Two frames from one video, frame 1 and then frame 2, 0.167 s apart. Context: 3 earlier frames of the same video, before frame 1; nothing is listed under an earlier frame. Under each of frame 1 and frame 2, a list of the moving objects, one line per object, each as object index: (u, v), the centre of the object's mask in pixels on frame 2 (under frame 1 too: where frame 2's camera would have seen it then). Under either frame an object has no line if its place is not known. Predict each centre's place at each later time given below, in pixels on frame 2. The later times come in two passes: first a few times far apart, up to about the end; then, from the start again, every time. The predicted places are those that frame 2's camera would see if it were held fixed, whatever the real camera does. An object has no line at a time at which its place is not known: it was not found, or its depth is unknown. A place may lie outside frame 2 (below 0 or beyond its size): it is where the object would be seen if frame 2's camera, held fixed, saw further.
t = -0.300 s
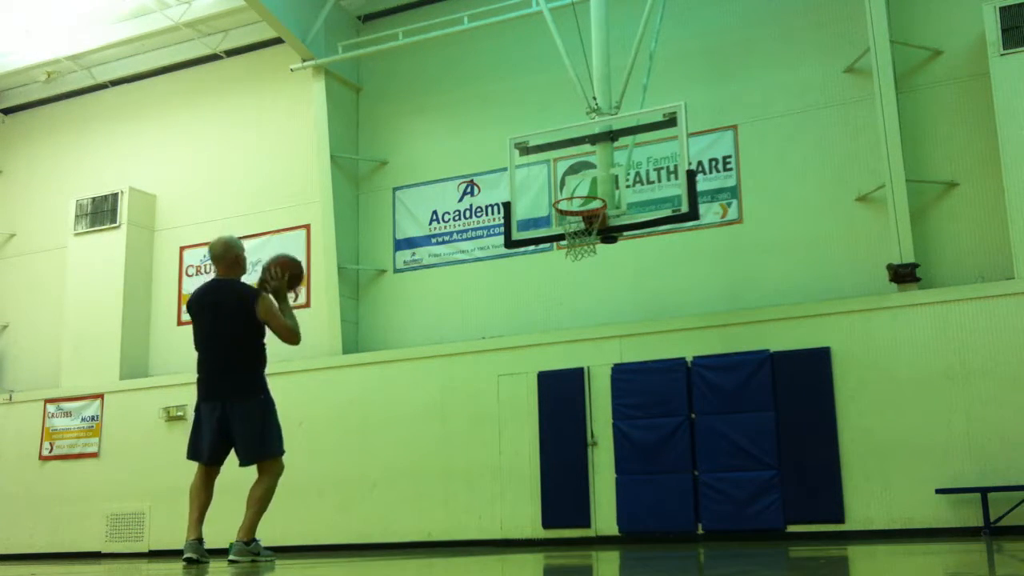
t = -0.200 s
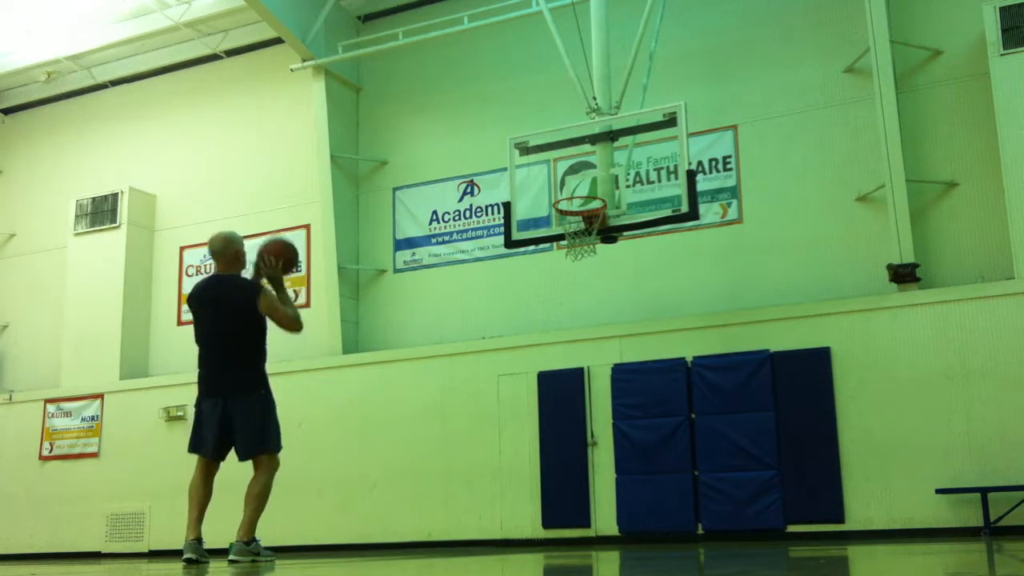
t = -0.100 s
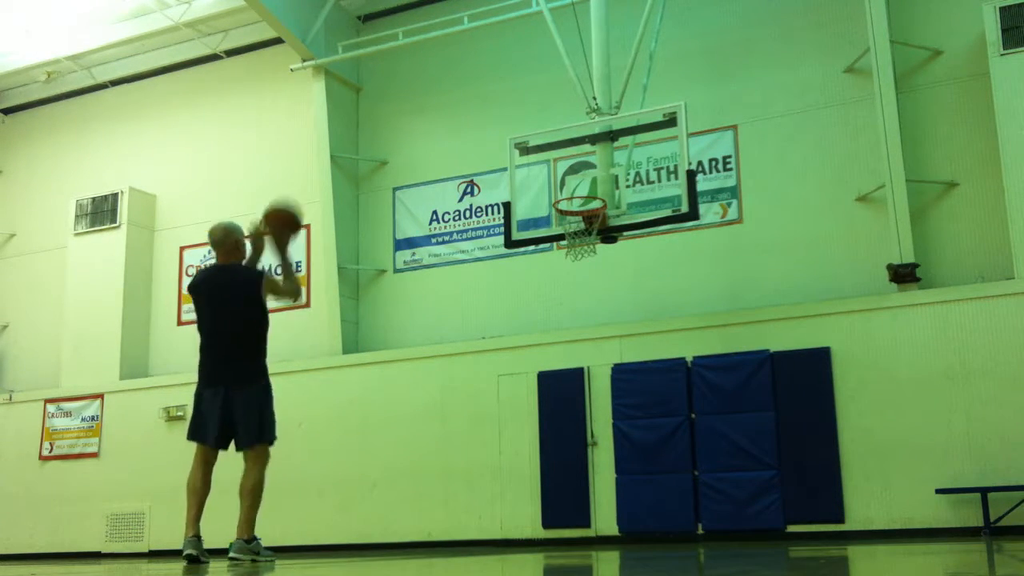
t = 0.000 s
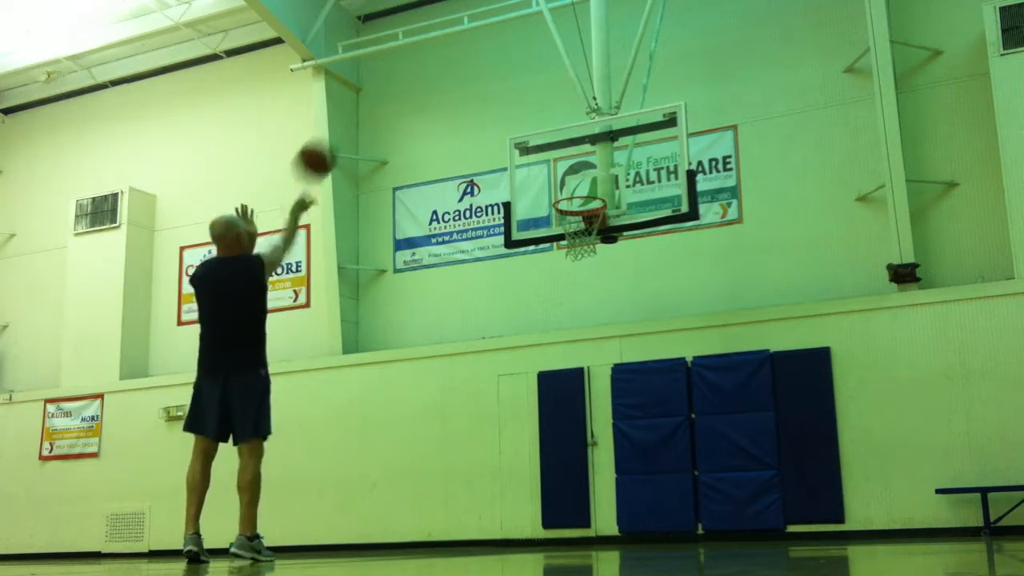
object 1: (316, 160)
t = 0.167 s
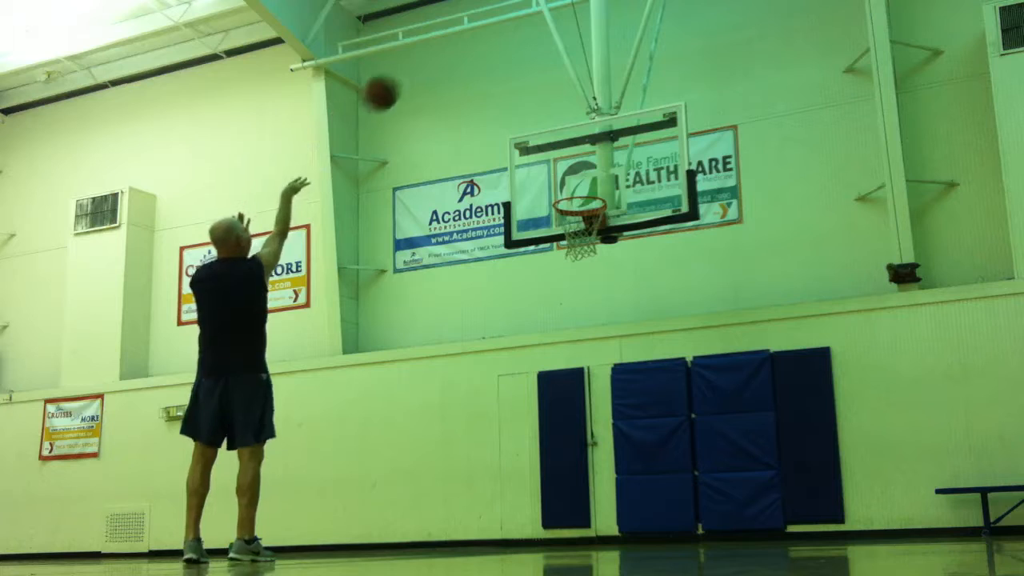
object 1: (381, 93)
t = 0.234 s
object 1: (404, 79)
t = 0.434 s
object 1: (464, 70)
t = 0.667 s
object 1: (525, 115)
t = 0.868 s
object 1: (572, 193)
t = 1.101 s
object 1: (593, 232)
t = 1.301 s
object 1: (586, 256)
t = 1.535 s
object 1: (575, 330)
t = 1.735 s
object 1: (563, 446)
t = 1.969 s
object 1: (548, 463)
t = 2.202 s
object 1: (530, 380)
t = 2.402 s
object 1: (515, 359)
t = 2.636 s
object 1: (499, 395)
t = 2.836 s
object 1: (485, 486)
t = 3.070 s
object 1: (469, 468)
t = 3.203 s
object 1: (460, 433)
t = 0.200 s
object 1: (392, 85)
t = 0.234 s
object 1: (404, 79)
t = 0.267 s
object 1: (415, 74)
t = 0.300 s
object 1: (425, 71)
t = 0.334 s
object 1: (435, 68)
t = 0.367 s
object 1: (445, 68)
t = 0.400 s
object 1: (455, 68)
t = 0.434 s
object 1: (464, 70)
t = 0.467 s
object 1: (473, 73)
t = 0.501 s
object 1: (483, 78)
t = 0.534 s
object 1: (491, 83)
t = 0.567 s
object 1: (500, 90)
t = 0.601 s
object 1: (509, 97)
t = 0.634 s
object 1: (516, 106)
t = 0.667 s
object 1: (525, 115)
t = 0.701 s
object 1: (533, 126)
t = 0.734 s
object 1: (541, 138)
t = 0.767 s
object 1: (549, 151)
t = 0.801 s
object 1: (556, 164)
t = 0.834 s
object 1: (564, 178)
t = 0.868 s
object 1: (572, 193)
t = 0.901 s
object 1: (582, 213)
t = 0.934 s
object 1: (585, 226)
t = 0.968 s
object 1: (590, 230)
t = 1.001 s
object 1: (591, 229)
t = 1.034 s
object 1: (592, 229)
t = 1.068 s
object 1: (592, 232)
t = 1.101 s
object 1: (593, 232)
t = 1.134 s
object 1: (593, 233)
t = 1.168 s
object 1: (593, 235)
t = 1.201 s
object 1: (592, 240)
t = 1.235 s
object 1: (590, 244)
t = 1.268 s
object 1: (588, 250)
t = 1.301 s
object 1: (586, 256)
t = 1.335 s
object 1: (585, 263)
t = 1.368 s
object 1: (583, 270)
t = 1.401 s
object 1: (581, 279)
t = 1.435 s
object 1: (579, 290)
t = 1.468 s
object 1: (578, 302)
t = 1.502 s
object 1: (576, 315)
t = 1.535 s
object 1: (575, 330)
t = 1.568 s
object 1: (573, 345)
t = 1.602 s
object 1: (572, 361)
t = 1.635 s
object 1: (567, 382)
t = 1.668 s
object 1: (565, 402)
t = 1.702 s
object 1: (565, 423)
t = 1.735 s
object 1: (563, 446)
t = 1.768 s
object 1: (561, 474)
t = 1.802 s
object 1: (558, 500)
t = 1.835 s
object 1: (561, 529)
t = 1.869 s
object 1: (556, 517)
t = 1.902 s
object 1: (553, 497)
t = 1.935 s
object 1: (550, 478)
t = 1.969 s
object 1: (548, 463)
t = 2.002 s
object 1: (545, 448)
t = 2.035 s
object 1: (540, 433)
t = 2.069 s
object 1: (538, 419)
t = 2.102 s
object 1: (536, 408)
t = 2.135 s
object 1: (534, 397)
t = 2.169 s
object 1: (530, 389)
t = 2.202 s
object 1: (530, 380)
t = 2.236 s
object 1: (527, 373)
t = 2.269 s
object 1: (524, 367)
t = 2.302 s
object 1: (522, 363)
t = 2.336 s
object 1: (520, 360)
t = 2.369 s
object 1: (517, 359)
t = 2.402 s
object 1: (515, 359)
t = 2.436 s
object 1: (512, 360)
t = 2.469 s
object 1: (510, 362)
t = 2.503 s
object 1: (508, 366)
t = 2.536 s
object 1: (506, 371)
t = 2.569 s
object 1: (503, 377)
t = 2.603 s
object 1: (501, 385)
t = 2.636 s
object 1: (499, 395)
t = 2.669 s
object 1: (496, 406)
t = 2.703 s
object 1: (494, 419)
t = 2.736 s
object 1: (491, 433)
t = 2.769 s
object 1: (489, 448)
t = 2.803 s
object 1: (487, 466)
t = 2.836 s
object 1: (485, 486)
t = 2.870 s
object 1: (482, 506)
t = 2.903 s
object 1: (480, 529)
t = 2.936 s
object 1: (478, 525)
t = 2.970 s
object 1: (476, 509)
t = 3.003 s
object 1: (474, 495)
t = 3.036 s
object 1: (471, 481)
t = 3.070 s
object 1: (469, 468)
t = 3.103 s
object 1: (466, 457)
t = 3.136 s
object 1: (464, 448)
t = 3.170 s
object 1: (462, 440)
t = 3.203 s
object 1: (460, 433)
